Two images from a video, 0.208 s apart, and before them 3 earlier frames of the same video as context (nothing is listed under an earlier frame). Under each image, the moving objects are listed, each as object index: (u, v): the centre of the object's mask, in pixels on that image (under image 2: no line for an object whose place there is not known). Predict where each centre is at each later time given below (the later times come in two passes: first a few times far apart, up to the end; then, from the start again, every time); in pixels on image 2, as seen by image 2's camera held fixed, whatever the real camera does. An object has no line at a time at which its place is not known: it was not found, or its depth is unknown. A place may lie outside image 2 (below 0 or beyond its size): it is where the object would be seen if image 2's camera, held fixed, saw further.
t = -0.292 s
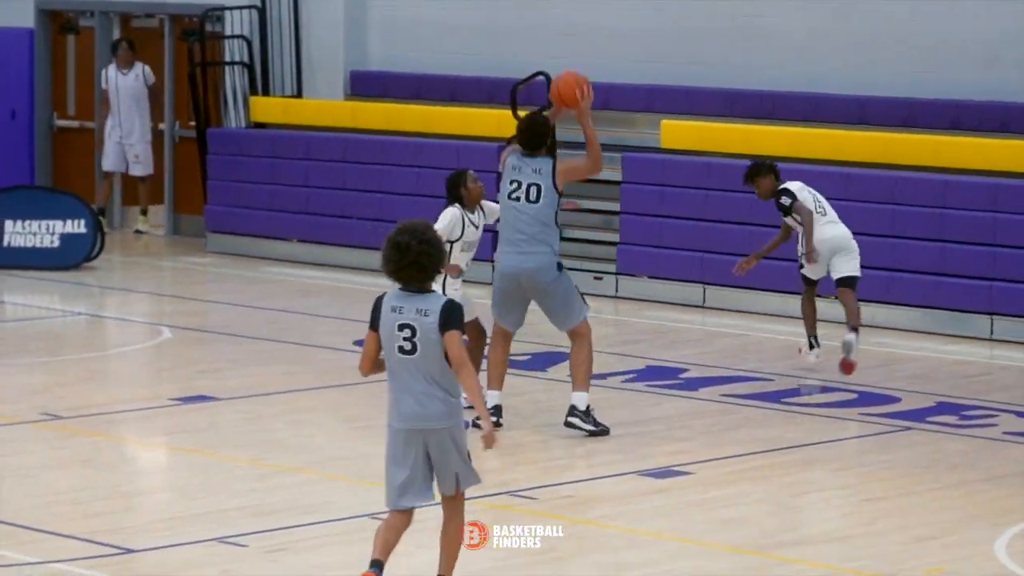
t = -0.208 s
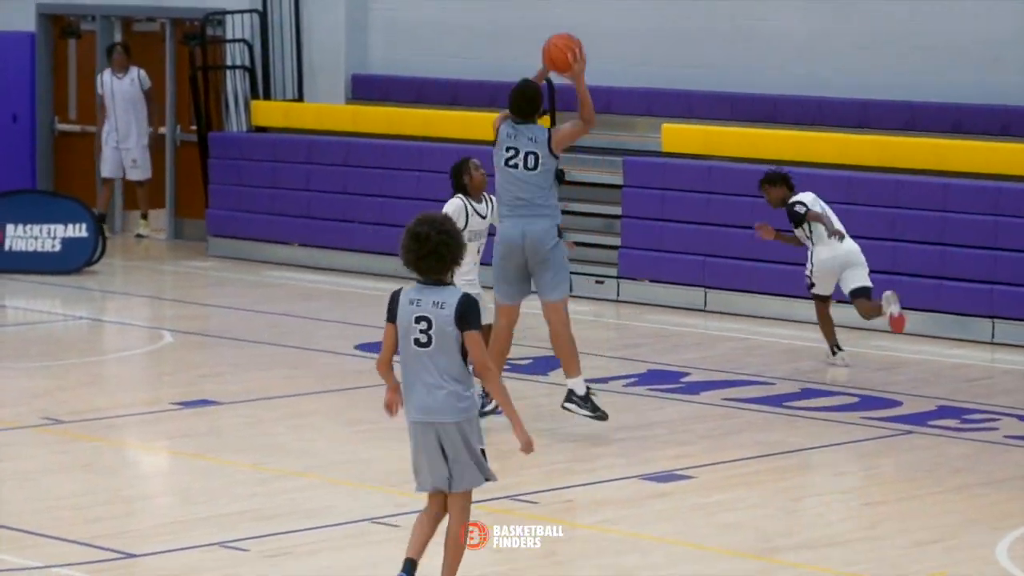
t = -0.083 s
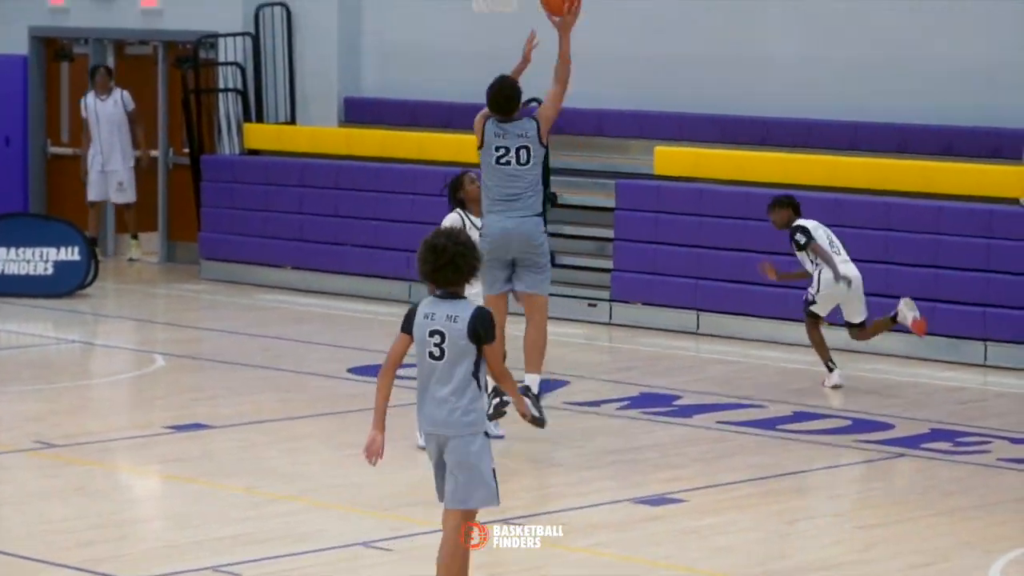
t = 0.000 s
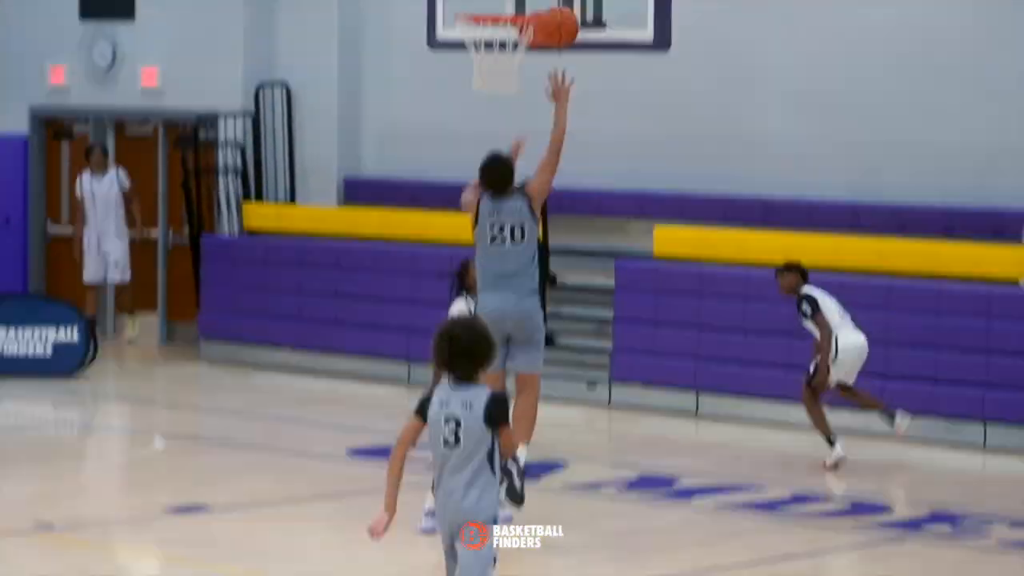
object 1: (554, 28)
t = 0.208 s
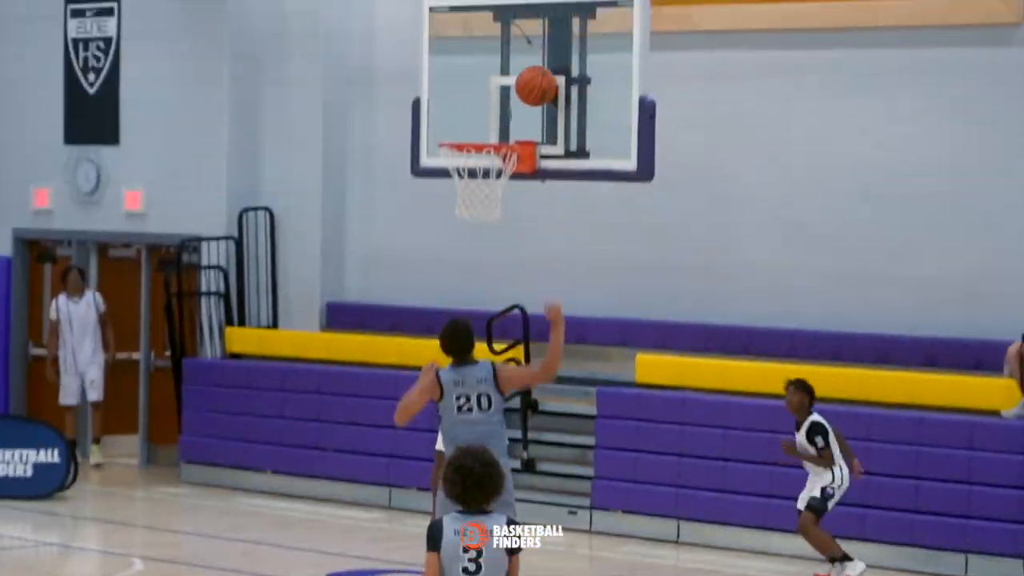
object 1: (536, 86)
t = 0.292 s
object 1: (520, 85)
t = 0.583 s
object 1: (466, 175)
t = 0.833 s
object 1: (450, 291)
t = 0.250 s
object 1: (528, 84)
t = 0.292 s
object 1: (520, 85)
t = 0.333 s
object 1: (512, 90)
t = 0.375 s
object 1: (504, 97)
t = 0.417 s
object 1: (497, 107)
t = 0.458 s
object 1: (489, 120)
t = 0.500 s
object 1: (481, 131)
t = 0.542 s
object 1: (473, 156)
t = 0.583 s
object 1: (466, 175)
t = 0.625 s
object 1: (461, 191)
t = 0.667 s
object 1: (459, 210)
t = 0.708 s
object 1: (457, 223)
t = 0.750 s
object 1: (454, 242)
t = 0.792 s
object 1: (452, 265)
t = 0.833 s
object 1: (450, 291)
